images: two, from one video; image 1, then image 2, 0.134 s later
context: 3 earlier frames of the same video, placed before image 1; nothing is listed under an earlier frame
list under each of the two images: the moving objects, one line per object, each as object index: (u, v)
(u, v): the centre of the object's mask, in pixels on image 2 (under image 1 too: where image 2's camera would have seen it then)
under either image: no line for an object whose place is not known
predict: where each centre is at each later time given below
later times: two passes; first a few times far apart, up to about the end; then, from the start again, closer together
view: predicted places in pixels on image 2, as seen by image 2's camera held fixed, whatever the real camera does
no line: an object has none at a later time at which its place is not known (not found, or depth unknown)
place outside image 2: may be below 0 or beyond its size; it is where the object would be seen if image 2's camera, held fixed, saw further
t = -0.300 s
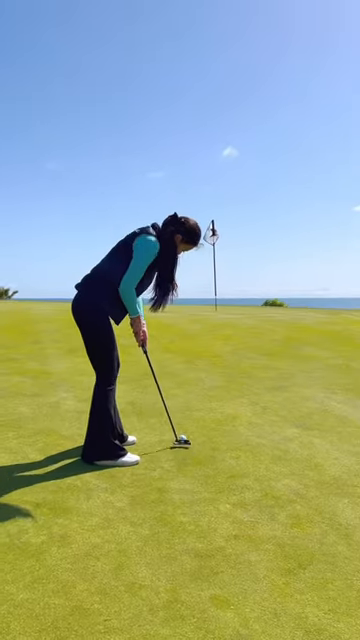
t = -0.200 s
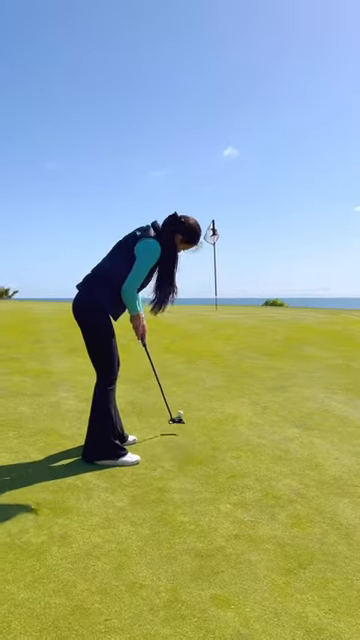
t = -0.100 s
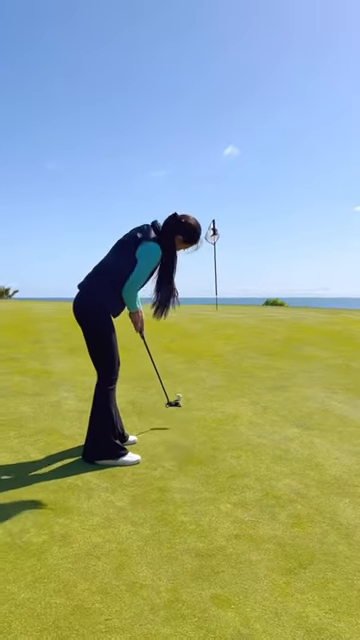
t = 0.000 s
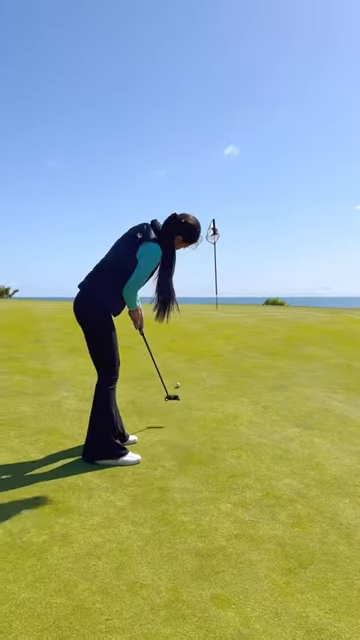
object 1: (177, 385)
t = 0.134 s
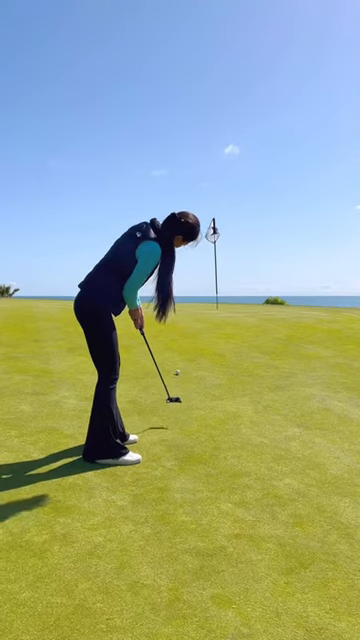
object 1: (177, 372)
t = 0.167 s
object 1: (177, 370)
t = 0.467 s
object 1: (176, 349)
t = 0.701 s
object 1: (176, 338)
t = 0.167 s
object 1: (177, 370)
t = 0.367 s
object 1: (176, 356)
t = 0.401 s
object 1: (176, 353)
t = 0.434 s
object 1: (176, 351)
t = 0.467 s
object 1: (176, 349)
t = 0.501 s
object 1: (176, 347)
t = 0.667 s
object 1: (176, 339)
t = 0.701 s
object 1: (176, 338)
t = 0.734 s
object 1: (175, 337)
